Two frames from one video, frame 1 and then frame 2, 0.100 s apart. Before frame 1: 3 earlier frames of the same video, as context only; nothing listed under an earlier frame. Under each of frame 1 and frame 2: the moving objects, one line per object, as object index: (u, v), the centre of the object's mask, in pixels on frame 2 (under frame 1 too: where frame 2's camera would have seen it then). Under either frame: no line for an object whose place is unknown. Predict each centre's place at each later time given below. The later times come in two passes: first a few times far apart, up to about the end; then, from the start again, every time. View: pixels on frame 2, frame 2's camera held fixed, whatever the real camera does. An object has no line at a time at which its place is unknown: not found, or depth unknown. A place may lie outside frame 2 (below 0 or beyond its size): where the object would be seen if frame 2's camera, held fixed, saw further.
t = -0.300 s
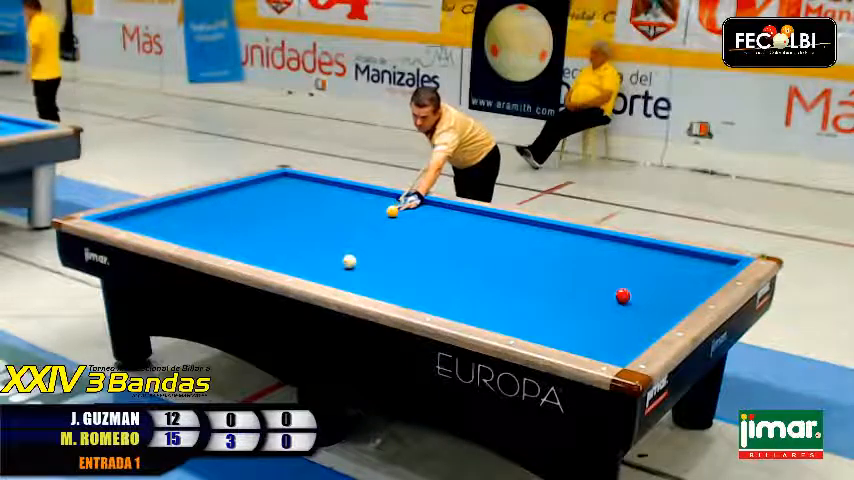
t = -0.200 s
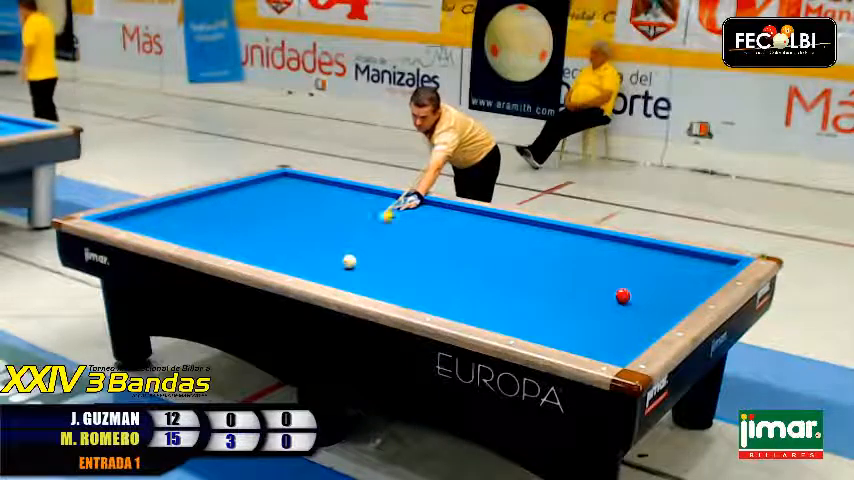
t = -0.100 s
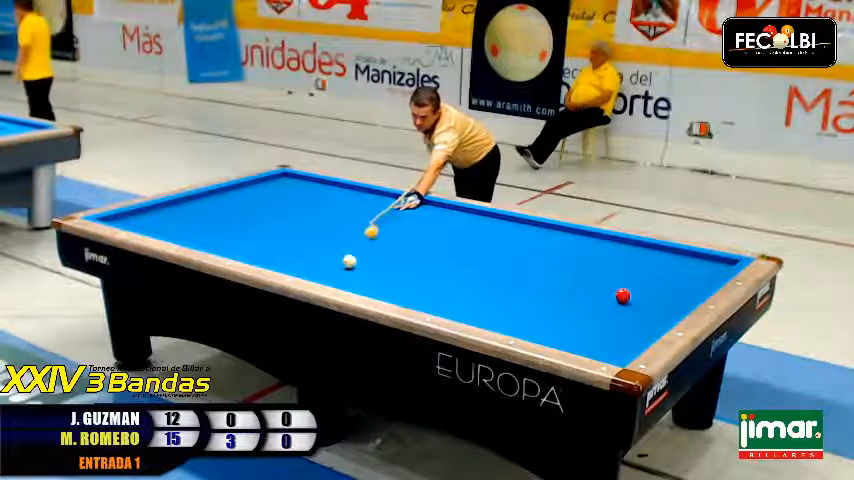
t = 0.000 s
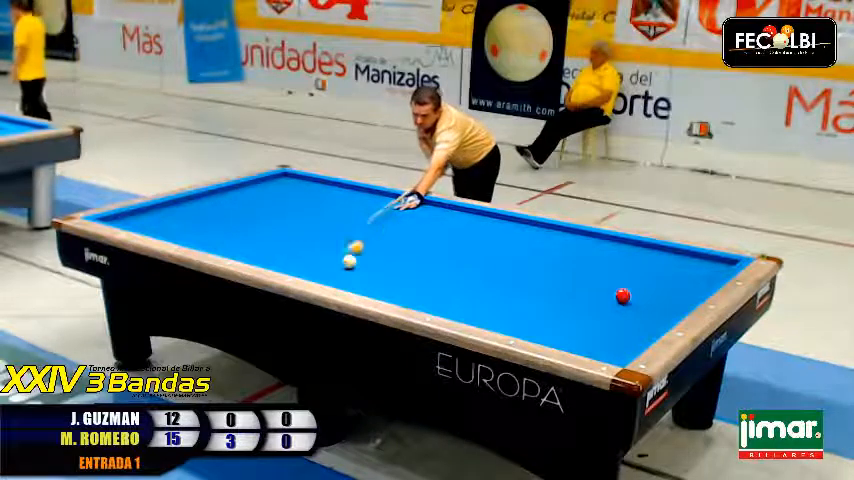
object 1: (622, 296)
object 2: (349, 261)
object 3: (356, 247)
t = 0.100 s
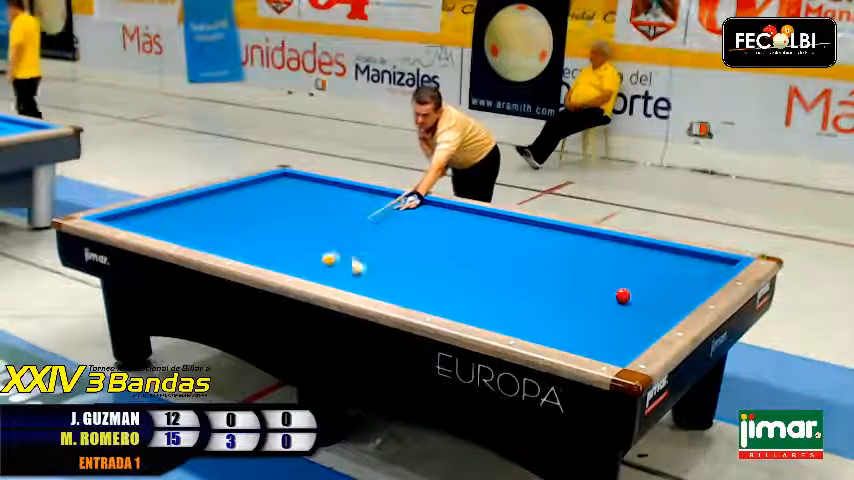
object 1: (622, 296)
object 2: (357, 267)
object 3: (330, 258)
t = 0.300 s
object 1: (622, 296)
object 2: (390, 292)
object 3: (276, 262)
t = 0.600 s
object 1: (623, 296)
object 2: (468, 304)
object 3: (270, 239)
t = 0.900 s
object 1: (623, 296)
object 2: (548, 311)
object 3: (259, 221)
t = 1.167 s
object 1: (623, 295)
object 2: (621, 318)
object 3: (250, 206)
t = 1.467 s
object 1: (623, 295)
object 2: (639, 308)
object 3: (242, 193)
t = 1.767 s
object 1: (615, 287)
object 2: (625, 299)
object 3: (263, 183)
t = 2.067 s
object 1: (604, 277)
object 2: (616, 295)
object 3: (309, 180)
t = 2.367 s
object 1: (595, 266)
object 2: (609, 291)
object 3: (318, 186)
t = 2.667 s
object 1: (587, 258)
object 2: (602, 288)
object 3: (327, 197)
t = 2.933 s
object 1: (581, 251)
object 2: (597, 285)
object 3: (333, 204)
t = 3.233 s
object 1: (574, 244)
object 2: (592, 283)
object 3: (341, 215)
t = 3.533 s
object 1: (566, 236)
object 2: (587, 281)
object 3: (349, 226)
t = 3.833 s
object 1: (560, 229)
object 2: (583, 279)
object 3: (358, 237)
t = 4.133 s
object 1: (549, 228)
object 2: (579, 277)
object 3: (368, 249)
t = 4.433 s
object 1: (536, 227)
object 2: (576, 276)
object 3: (377, 262)
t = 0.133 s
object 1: (622, 296)
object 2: (362, 272)
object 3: (318, 260)
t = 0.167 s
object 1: (622, 296)
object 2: (368, 277)
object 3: (308, 262)
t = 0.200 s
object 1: (622, 296)
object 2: (373, 280)
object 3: (298, 263)
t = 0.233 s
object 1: (622, 296)
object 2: (379, 285)
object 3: (288, 264)
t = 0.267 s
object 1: (622, 296)
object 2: (383, 288)
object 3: (278, 265)
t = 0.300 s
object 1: (622, 296)
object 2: (390, 292)
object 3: (276, 262)
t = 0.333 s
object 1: (622, 296)
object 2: (395, 296)
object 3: (276, 260)
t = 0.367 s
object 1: (622, 296)
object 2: (405, 298)
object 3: (276, 257)
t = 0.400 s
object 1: (622, 296)
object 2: (414, 298)
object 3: (276, 254)
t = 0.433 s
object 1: (622, 296)
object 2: (424, 299)
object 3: (275, 251)
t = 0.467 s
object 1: (623, 296)
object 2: (434, 301)
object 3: (274, 248)
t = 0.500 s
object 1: (623, 296)
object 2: (441, 302)
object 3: (273, 246)
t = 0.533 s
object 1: (623, 296)
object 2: (449, 302)
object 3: (272, 244)
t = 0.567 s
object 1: (623, 296)
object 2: (459, 304)
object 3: (271, 242)
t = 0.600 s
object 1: (623, 296)
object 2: (468, 304)
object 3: (270, 239)
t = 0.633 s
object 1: (623, 296)
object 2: (477, 305)
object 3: (269, 237)
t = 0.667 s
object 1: (623, 296)
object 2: (486, 306)
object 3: (267, 235)
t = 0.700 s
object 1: (623, 296)
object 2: (495, 307)
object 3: (266, 233)
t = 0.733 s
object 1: (623, 296)
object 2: (503, 307)
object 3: (265, 231)
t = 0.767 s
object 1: (623, 296)
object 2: (513, 309)
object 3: (263, 228)
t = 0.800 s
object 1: (623, 296)
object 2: (521, 309)
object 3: (262, 227)
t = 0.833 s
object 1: (623, 296)
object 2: (530, 310)
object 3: (261, 225)
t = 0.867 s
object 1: (623, 296)
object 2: (539, 310)
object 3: (260, 223)
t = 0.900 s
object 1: (623, 296)
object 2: (548, 311)
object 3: (259, 221)
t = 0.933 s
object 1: (623, 296)
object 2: (558, 312)
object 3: (259, 219)
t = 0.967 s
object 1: (623, 295)
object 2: (566, 313)
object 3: (256, 217)
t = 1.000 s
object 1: (623, 296)
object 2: (575, 313)
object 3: (255, 215)
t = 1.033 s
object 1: (623, 296)
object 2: (585, 315)
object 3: (254, 214)
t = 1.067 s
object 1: (623, 296)
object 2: (593, 315)
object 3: (253, 212)
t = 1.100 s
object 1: (623, 295)
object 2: (602, 316)
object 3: (252, 210)
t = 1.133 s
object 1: (623, 295)
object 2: (611, 317)
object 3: (251, 208)
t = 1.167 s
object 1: (623, 295)
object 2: (621, 318)
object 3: (250, 206)
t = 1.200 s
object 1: (623, 295)
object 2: (630, 319)
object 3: (249, 204)
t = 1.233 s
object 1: (623, 295)
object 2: (639, 320)
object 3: (248, 203)
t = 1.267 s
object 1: (623, 295)
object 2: (648, 320)
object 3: (247, 201)
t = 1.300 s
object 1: (623, 295)
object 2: (655, 320)
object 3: (245, 200)
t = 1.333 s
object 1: (623, 295)
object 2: (653, 318)
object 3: (245, 199)
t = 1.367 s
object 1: (623, 295)
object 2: (648, 315)
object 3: (244, 197)
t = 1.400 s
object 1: (623, 295)
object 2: (645, 313)
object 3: (244, 196)
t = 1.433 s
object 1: (623, 295)
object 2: (641, 311)
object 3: (244, 195)
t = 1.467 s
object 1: (623, 295)
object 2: (639, 308)
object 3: (242, 193)
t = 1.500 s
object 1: (623, 295)
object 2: (636, 306)
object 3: (240, 189)
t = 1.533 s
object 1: (622, 295)
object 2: (632, 304)
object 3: (238, 188)
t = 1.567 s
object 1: (621, 294)
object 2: (630, 302)
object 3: (238, 187)
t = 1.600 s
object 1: (620, 293)
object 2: (629, 301)
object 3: (238, 187)
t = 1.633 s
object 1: (618, 290)
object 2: (628, 301)
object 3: (238, 186)
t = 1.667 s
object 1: (617, 290)
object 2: (627, 300)
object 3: (245, 185)
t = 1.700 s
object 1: (616, 288)
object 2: (626, 300)
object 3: (250, 184)
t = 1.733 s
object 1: (615, 288)
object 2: (625, 299)
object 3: (257, 184)
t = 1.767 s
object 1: (615, 287)
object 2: (625, 299)
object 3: (263, 183)
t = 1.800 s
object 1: (613, 286)
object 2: (623, 299)
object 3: (268, 183)
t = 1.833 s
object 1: (612, 285)
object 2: (622, 298)
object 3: (274, 182)
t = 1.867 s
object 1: (611, 285)
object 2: (621, 297)
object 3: (279, 182)
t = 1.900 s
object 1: (610, 284)
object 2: (620, 297)
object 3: (283, 181)
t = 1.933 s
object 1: (608, 281)
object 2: (619, 296)
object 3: (289, 181)
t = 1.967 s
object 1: (608, 280)
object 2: (619, 296)
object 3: (294, 181)
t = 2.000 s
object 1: (607, 280)
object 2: (618, 295)
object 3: (299, 181)
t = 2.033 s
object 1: (605, 278)
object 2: (617, 295)
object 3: (304, 181)
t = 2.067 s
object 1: (604, 277)
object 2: (616, 295)
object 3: (309, 180)
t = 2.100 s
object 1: (603, 275)
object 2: (615, 295)
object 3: (314, 179)
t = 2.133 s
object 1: (602, 274)
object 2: (614, 294)
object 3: (315, 180)
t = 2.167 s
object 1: (601, 272)
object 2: (613, 293)
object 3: (316, 181)
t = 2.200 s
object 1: (600, 272)
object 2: (613, 293)
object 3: (316, 181)
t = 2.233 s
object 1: (599, 271)
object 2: (612, 293)
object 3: (316, 183)
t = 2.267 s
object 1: (598, 270)
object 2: (612, 292)
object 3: (316, 183)
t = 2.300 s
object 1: (597, 269)
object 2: (610, 292)
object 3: (317, 184)
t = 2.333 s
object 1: (596, 267)
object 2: (609, 292)
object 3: (318, 186)
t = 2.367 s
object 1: (595, 266)
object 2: (609, 291)
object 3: (318, 186)
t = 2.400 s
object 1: (594, 266)
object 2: (608, 291)
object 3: (320, 187)
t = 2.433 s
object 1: (593, 264)
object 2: (607, 291)
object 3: (322, 189)
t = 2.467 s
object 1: (592, 263)
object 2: (607, 291)
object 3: (323, 190)
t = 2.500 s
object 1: (591, 262)
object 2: (606, 290)
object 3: (323, 192)
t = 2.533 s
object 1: (591, 262)
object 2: (605, 290)
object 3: (324, 192)
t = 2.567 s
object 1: (590, 262)
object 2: (604, 289)
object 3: (324, 193)
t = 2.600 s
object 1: (589, 261)
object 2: (604, 288)
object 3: (325, 194)
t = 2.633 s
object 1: (588, 258)
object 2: (603, 288)
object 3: (326, 195)
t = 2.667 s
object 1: (587, 258)
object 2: (602, 288)
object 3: (327, 197)
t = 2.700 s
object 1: (586, 257)
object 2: (602, 288)
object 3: (327, 197)
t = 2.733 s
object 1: (586, 256)
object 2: (601, 287)
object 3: (328, 198)
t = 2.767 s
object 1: (585, 255)
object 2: (600, 287)
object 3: (330, 199)
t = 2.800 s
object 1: (583, 253)
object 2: (599, 287)
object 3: (330, 201)
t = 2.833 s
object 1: (582, 253)
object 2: (599, 286)
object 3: (331, 202)
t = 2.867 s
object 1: (582, 251)
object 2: (598, 286)
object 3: (332, 203)
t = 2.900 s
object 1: (581, 251)
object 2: (598, 286)
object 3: (332, 204)
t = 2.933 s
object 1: (581, 251)
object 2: (597, 285)
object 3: (333, 204)
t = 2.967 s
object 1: (579, 248)
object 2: (596, 285)
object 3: (334, 206)
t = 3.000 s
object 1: (579, 248)
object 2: (596, 285)
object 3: (335, 207)
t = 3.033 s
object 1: (578, 247)
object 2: (595, 284)
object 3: (336, 208)
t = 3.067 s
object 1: (577, 246)
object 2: (595, 284)
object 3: (337, 209)
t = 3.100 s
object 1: (576, 246)
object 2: (594, 284)
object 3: (338, 211)
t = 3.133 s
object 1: (575, 245)
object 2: (593, 284)
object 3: (338, 212)
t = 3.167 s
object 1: (575, 245)
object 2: (593, 283)
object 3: (339, 213)
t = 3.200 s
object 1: (574, 244)
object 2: (592, 283)
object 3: (340, 214)
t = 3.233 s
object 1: (574, 244)
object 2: (592, 283)
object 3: (341, 215)
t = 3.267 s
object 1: (572, 242)
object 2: (591, 282)
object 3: (342, 216)
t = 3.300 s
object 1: (571, 242)
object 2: (591, 282)
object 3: (343, 218)
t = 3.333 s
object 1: (571, 240)
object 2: (590, 282)
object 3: (343, 219)
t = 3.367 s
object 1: (570, 239)
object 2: (590, 282)
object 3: (344, 220)
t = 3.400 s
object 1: (569, 238)
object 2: (589, 282)
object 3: (345, 221)
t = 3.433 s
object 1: (568, 237)
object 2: (588, 281)
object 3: (347, 223)
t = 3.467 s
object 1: (567, 237)
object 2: (588, 281)
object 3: (347, 223)
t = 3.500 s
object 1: (567, 236)
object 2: (588, 281)
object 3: (348, 225)
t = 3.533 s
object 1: (566, 236)
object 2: (587, 281)
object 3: (349, 226)
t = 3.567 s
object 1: (566, 236)
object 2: (587, 280)
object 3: (350, 227)
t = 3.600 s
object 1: (564, 235)
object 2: (586, 280)
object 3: (352, 228)
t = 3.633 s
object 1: (564, 234)
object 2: (585, 280)
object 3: (352, 230)
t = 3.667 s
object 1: (563, 232)
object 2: (585, 280)
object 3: (353, 231)
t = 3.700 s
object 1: (563, 232)
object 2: (585, 280)
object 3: (354, 232)
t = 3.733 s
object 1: (562, 232)
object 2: (584, 279)
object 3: (355, 233)
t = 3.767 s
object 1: (561, 230)
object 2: (584, 279)
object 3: (356, 235)
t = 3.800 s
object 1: (560, 229)
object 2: (583, 279)
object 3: (357, 236)
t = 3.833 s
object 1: (560, 229)
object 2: (583, 279)
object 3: (358, 237)
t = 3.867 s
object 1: (559, 229)
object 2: (583, 279)
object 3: (359, 238)
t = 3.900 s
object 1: (559, 229)
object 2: (582, 278)
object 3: (360, 240)
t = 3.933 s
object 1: (558, 229)
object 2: (582, 278)
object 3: (362, 241)
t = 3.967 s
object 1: (556, 228)
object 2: (581, 278)
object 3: (362, 242)
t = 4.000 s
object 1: (555, 228)
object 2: (581, 278)
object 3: (364, 244)
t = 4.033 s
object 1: (553, 228)
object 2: (581, 278)
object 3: (364, 245)
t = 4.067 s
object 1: (552, 228)
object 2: (581, 278)
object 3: (366, 246)
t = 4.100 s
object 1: (550, 228)
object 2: (579, 277)
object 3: (367, 248)
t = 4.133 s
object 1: (549, 228)
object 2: (579, 277)
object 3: (368, 249)
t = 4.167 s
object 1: (547, 227)
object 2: (579, 277)
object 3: (369, 251)
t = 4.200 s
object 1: (545, 228)
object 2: (578, 277)
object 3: (371, 253)
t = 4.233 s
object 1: (545, 228)
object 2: (578, 277)
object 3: (371, 254)
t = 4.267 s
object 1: (543, 228)
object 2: (578, 276)
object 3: (372, 255)
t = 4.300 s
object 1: (542, 228)
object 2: (578, 276)
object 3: (373, 255)
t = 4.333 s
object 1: (540, 228)
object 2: (578, 276)
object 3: (375, 259)
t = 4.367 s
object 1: (539, 227)
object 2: (577, 276)
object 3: (375, 261)
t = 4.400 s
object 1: (537, 228)
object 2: (577, 276)
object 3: (376, 261)
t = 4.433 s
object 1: (536, 227)
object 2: (576, 276)
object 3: (377, 262)
